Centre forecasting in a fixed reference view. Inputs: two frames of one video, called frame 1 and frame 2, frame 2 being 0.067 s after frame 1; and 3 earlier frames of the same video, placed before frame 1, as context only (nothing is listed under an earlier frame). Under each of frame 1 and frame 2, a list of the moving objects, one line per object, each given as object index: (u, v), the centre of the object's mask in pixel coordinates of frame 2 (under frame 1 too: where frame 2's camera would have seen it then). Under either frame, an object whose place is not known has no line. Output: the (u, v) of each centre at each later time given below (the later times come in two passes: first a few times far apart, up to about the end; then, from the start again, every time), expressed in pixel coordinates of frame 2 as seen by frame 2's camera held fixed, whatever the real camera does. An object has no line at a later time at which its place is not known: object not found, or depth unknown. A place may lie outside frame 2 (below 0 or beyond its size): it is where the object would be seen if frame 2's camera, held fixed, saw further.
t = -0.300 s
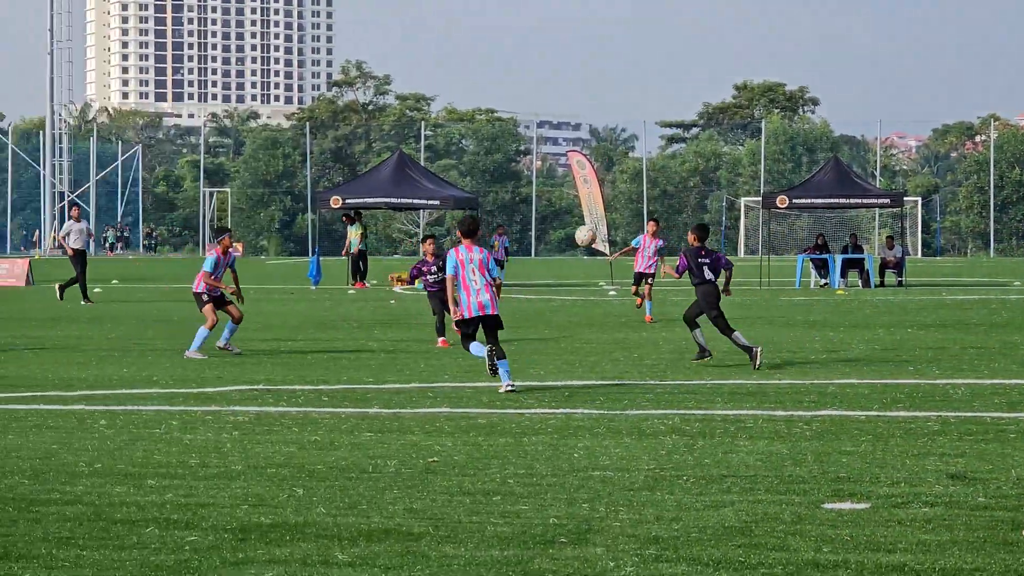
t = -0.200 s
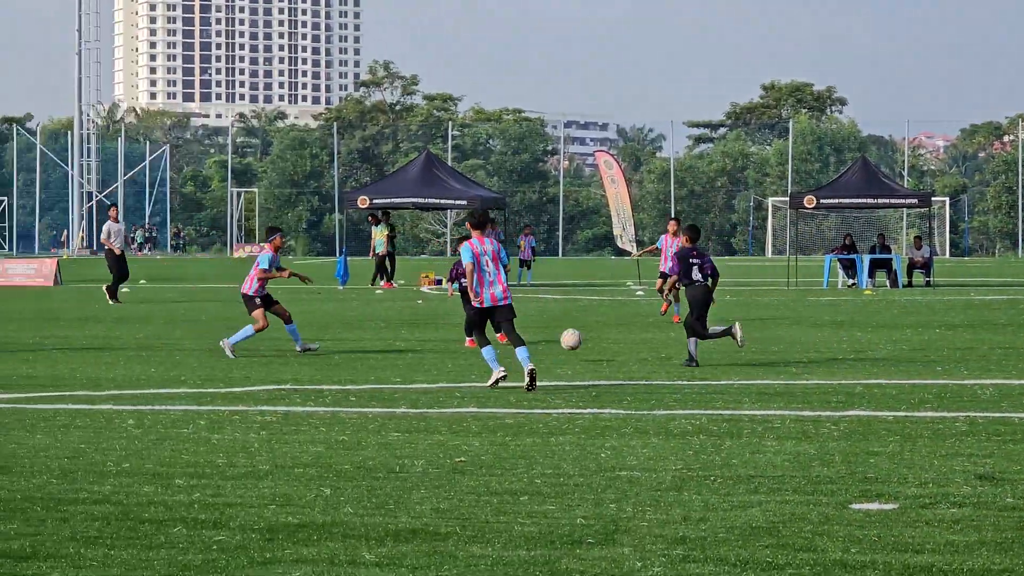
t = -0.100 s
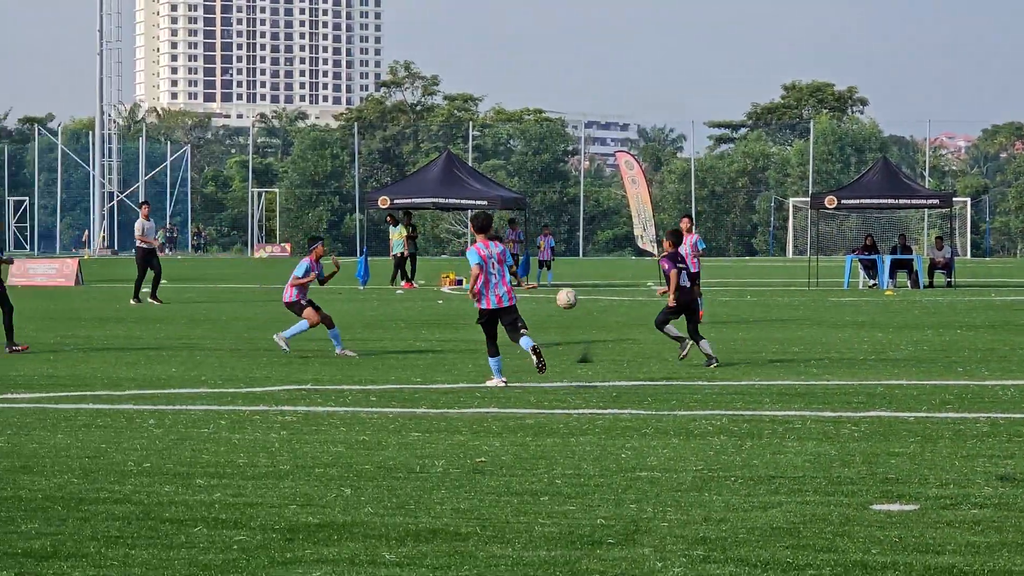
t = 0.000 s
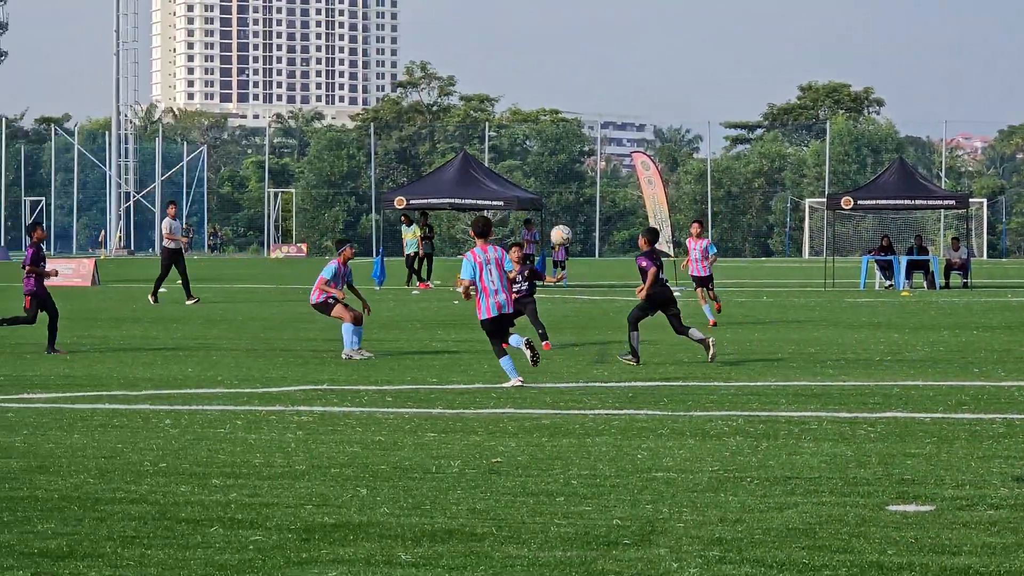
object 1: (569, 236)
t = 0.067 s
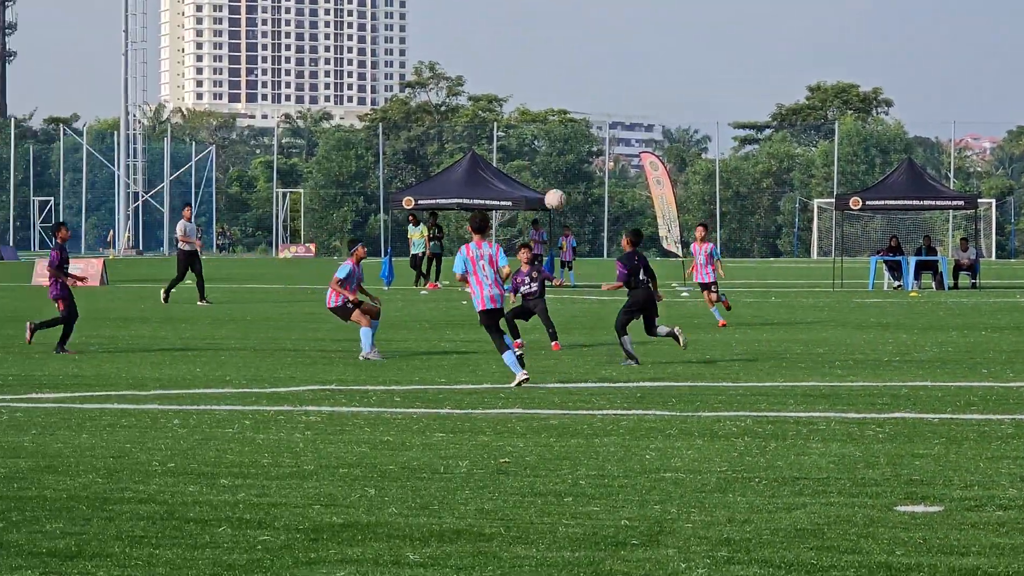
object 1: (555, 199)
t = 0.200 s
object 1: (525, 141)
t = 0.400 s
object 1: (484, 88)
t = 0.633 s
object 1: (435, 76)
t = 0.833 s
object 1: (393, 109)
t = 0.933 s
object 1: (373, 139)
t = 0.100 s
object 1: (548, 183)
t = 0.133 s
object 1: (540, 168)
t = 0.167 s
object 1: (533, 154)
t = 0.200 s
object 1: (525, 141)
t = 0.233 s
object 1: (519, 129)
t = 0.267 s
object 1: (511, 118)
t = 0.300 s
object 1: (505, 109)
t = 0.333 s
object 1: (498, 101)
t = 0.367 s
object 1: (491, 94)
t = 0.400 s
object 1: (484, 88)
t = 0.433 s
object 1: (477, 83)
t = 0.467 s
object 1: (470, 79)
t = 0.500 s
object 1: (463, 76)
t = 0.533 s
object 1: (456, 74)
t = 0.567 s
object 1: (448, 74)
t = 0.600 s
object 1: (441, 75)
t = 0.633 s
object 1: (435, 76)
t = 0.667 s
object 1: (427, 79)
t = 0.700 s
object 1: (421, 83)
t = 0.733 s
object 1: (414, 88)
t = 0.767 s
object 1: (407, 93)
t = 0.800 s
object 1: (400, 100)
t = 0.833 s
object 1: (393, 109)
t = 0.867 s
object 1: (386, 117)
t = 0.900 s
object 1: (380, 128)
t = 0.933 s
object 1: (373, 139)
